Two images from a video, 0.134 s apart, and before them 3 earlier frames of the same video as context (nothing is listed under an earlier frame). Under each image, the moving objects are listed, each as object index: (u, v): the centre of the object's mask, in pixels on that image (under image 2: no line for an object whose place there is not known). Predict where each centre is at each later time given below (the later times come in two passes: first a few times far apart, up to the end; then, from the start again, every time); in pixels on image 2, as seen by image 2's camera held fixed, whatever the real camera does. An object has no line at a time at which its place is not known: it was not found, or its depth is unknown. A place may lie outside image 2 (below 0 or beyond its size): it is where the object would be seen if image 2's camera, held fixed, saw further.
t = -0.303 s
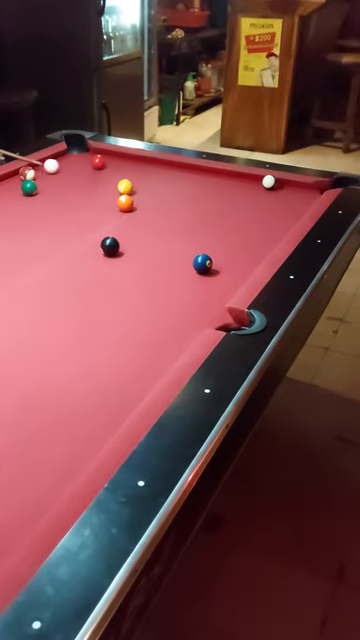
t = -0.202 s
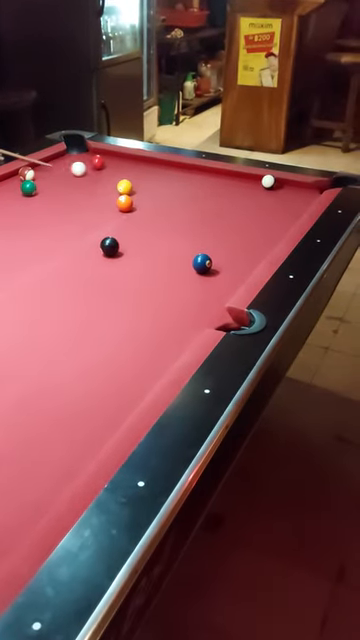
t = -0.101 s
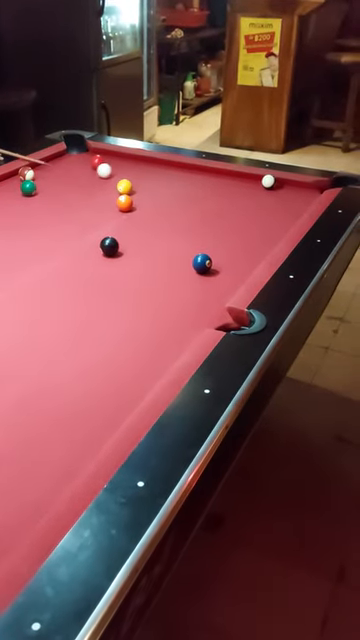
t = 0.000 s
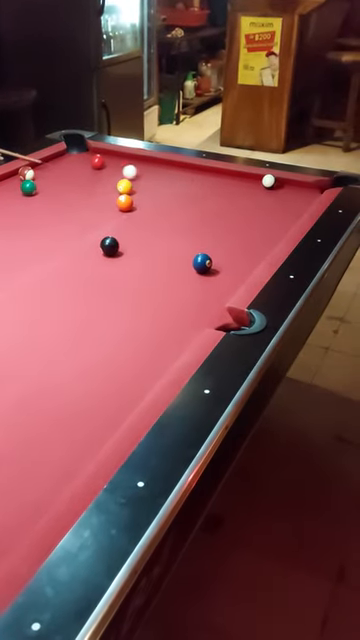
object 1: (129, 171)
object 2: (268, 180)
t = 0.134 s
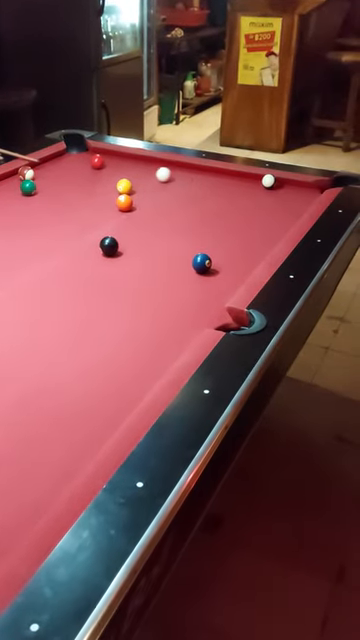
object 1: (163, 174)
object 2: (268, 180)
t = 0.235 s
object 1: (188, 176)
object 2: (268, 180)
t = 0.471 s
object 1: (251, 179)
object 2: (268, 180)
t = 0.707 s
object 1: (262, 180)
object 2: (304, 184)
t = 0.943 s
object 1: (273, 180)
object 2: (322, 187)
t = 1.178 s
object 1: (280, 181)
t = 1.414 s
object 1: (283, 181)
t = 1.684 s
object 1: (287, 182)
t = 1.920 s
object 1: (287, 182)
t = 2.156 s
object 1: (287, 182)
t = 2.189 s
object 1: (287, 182)
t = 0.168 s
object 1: (171, 174)
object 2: (268, 180)
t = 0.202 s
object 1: (179, 175)
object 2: (268, 180)
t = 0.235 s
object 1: (188, 176)
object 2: (268, 180)
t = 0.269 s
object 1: (196, 176)
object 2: (268, 180)
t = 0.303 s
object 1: (205, 177)
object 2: (268, 180)
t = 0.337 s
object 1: (209, 177)
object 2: (268, 180)
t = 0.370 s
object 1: (221, 178)
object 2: (268, 180)
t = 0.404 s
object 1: (230, 178)
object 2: (268, 180)
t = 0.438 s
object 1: (238, 179)
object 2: (268, 180)
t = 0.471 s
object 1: (251, 179)
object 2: (268, 180)
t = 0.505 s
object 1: (254, 180)
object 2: (273, 181)
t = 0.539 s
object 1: (254, 180)
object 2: (280, 181)
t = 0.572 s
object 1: (256, 179)
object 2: (286, 182)
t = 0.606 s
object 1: (257, 180)
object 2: (293, 182)
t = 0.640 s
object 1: (259, 180)
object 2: (299, 183)
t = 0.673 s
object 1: (261, 180)
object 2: (301, 184)
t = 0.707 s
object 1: (262, 180)
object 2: (304, 184)
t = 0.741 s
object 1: (264, 180)
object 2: (308, 184)
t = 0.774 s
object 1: (265, 180)
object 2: (312, 185)
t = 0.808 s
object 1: (267, 180)
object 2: (319, 184)
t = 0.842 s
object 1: (269, 180)
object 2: (319, 186)
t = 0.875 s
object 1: (270, 180)
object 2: (321, 187)
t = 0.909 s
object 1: (271, 180)
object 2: (322, 187)
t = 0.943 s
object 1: (273, 180)
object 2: (322, 187)
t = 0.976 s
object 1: (274, 180)
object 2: (322, 186)
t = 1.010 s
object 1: (275, 180)
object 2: (323, 186)
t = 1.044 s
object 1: (277, 180)
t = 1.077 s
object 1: (277, 180)
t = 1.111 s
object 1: (278, 180)
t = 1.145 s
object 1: (279, 180)
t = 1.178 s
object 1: (280, 181)
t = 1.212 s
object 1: (280, 181)
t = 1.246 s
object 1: (281, 181)
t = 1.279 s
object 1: (281, 181)
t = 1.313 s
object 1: (282, 181)
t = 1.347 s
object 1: (282, 181)
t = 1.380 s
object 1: (283, 181)
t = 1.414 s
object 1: (283, 181)
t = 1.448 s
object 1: (284, 181)
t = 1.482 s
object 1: (285, 181)
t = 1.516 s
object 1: (285, 182)
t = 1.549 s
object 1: (285, 182)
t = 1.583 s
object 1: (286, 182)
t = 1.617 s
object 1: (286, 182)
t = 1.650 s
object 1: (286, 182)
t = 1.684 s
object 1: (287, 182)
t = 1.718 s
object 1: (287, 182)
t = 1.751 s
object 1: (287, 181)
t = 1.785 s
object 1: (287, 182)
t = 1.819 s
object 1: (287, 181)
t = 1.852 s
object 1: (287, 181)
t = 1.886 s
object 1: (287, 182)
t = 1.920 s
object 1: (287, 182)
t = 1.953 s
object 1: (287, 182)
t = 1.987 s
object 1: (287, 182)
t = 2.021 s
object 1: (287, 182)
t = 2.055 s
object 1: (287, 181)
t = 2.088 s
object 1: (287, 182)
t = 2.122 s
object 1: (287, 182)
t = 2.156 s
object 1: (287, 182)
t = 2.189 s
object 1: (287, 182)
